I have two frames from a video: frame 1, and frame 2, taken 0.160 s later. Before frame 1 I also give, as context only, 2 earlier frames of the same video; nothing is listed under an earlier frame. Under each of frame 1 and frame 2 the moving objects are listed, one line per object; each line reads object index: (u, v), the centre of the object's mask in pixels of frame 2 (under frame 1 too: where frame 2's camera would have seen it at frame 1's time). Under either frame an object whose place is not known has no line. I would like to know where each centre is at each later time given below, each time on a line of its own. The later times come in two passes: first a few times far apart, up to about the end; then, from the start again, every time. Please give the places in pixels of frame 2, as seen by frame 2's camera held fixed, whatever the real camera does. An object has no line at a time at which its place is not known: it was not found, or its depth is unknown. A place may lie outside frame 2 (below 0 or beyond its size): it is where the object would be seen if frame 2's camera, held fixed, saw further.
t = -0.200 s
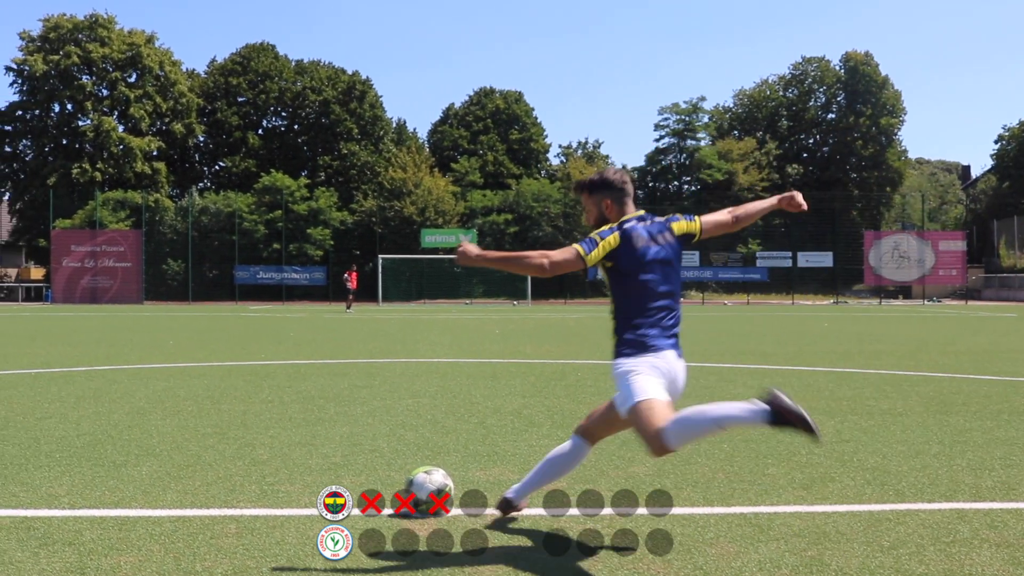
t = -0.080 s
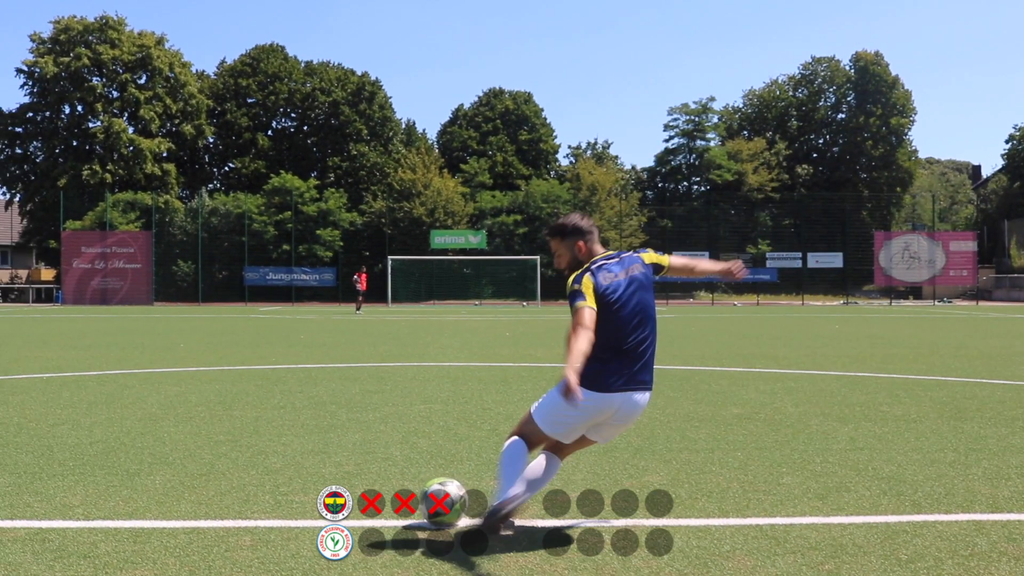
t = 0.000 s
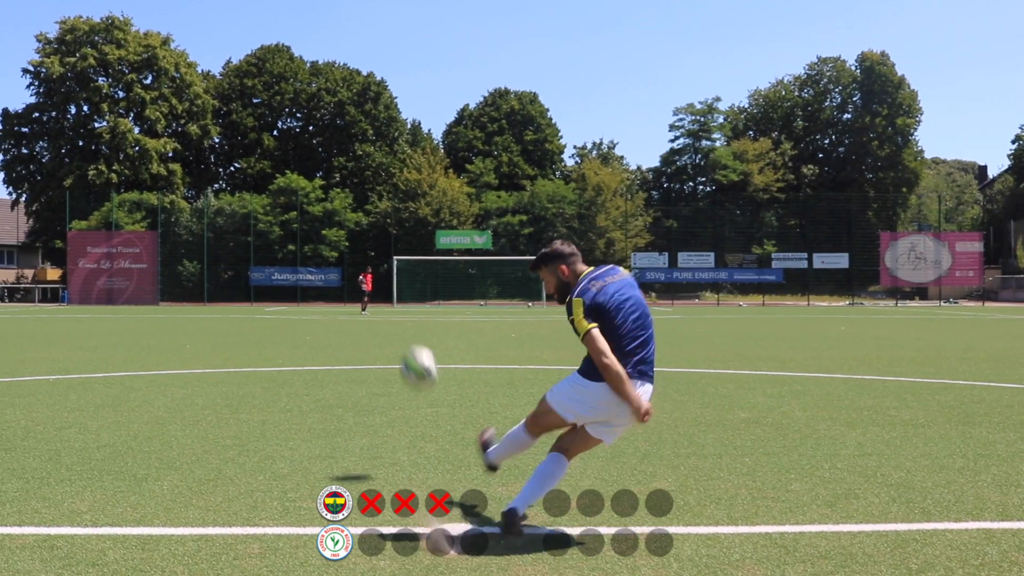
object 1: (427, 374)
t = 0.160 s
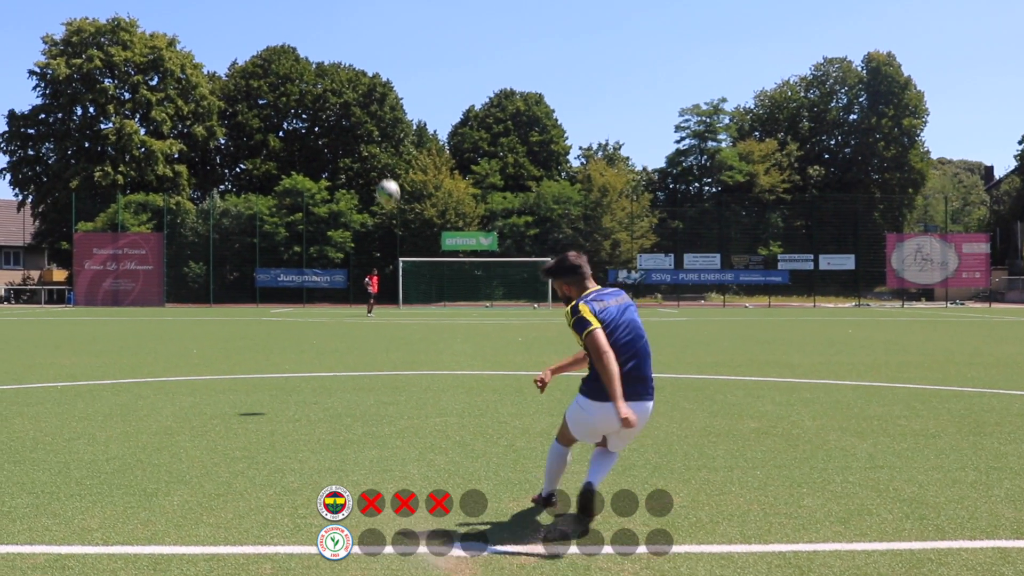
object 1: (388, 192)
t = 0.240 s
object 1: (380, 150)
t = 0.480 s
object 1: (368, 82)
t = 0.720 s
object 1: (363, 54)
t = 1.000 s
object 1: (362, 45)
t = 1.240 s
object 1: (362, 52)
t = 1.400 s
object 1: (363, 64)
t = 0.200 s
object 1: (383, 168)
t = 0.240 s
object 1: (380, 150)
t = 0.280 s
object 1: (376, 134)
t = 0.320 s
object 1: (375, 119)
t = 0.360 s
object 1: (372, 109)
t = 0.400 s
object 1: (370, 99)
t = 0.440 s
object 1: (369, 90)
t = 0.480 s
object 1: (368, 82)
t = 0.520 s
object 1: (367, 76)
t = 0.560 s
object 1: (366, 71)
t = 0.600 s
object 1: (365, 66)
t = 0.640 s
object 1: (364, 61)
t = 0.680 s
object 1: (364, 57)
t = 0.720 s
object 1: (363, 54)
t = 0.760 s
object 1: (362, 51)
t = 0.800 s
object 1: (362, 49)
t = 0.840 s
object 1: (362, 48)
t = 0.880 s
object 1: (362, 46)
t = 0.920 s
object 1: (362, 45)
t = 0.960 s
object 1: (362, 45)
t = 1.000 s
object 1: (362, 45)
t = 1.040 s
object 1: (362, 45)
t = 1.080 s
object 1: (362, 46)
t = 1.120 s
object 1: (362, 47)
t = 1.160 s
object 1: (362, 49)
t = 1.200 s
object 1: (362, 51)
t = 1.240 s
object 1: (362, 52)
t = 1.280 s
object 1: (362, 54)
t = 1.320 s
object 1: (363, 58)
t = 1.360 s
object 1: (363, 61)
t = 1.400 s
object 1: (363, 64)
